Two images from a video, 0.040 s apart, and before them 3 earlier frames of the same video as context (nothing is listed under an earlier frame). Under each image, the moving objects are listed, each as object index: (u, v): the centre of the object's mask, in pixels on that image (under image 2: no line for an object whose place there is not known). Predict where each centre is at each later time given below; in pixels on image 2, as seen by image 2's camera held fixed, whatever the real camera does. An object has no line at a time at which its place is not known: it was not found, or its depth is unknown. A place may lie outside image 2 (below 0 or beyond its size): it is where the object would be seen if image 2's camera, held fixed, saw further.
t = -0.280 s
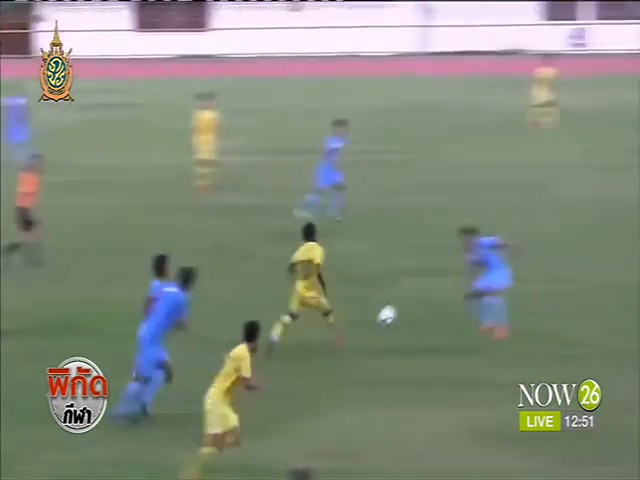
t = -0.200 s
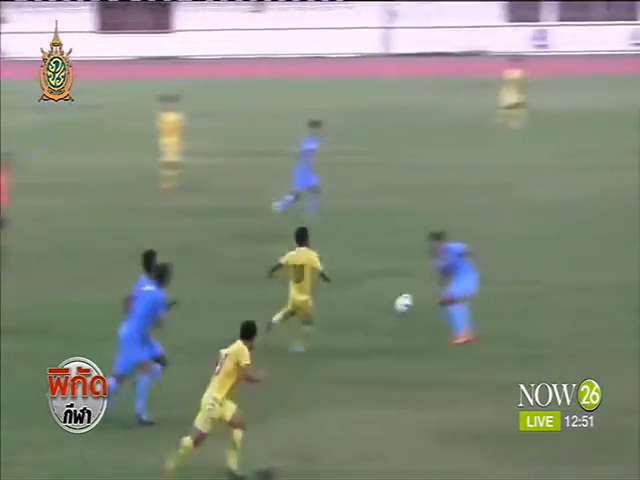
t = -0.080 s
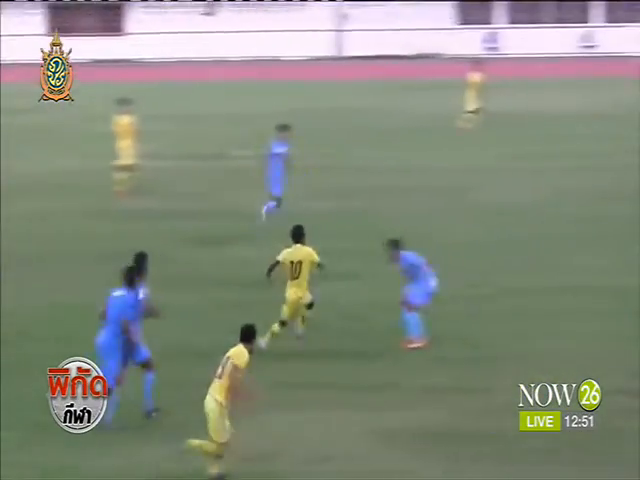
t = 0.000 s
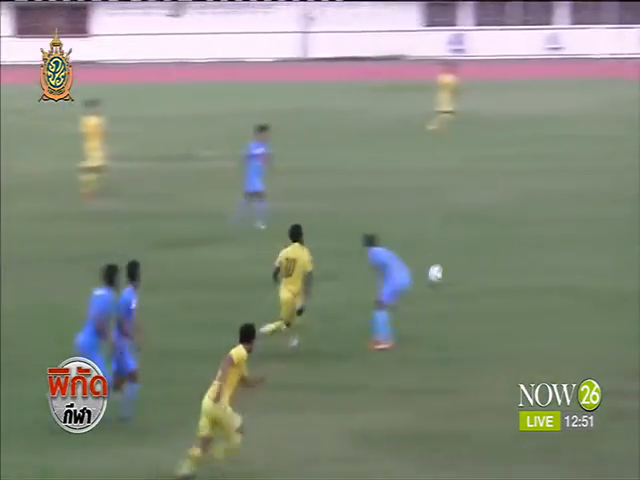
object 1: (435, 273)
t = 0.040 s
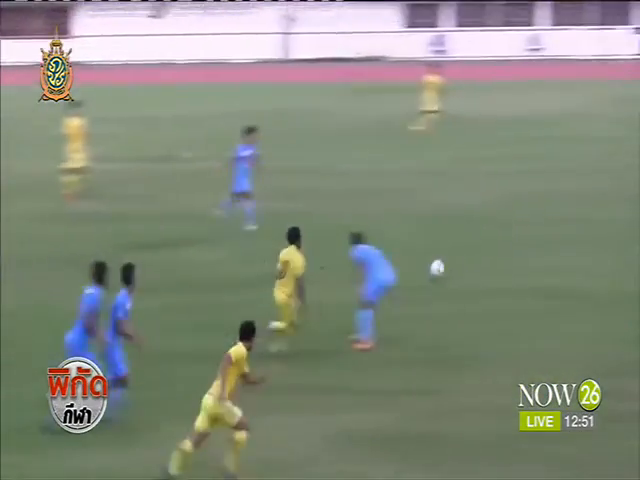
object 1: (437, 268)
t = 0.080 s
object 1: (451, 264)
